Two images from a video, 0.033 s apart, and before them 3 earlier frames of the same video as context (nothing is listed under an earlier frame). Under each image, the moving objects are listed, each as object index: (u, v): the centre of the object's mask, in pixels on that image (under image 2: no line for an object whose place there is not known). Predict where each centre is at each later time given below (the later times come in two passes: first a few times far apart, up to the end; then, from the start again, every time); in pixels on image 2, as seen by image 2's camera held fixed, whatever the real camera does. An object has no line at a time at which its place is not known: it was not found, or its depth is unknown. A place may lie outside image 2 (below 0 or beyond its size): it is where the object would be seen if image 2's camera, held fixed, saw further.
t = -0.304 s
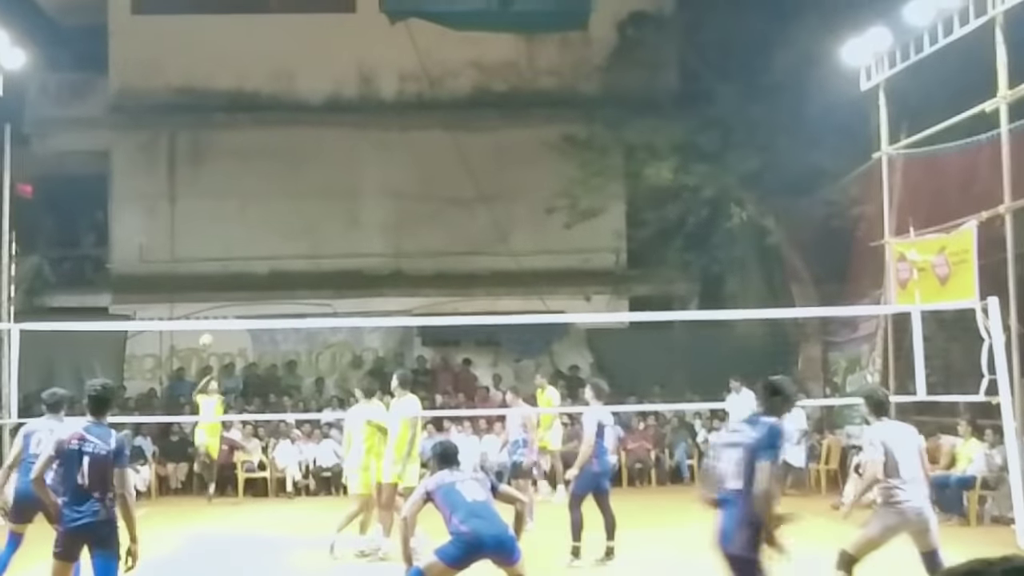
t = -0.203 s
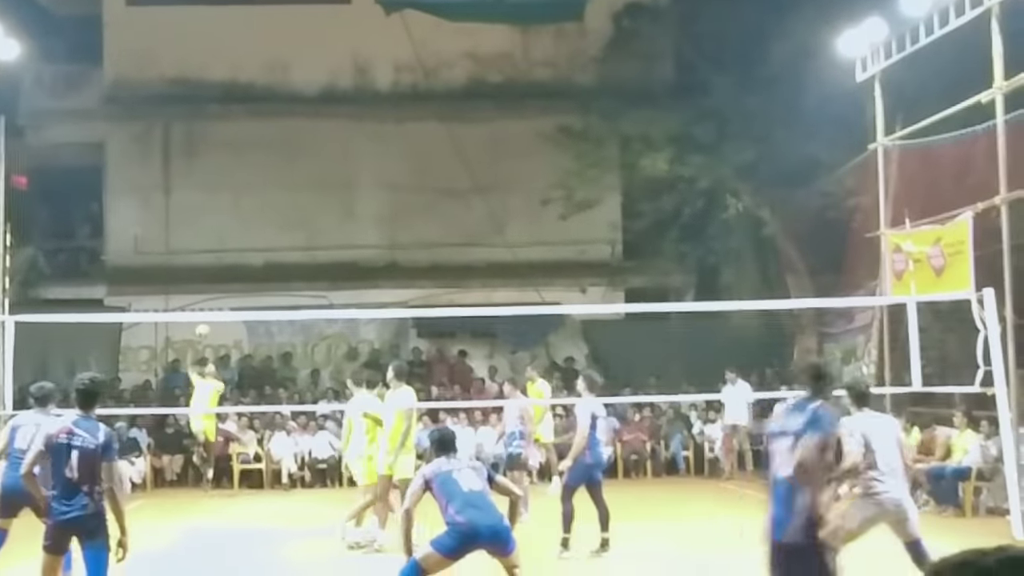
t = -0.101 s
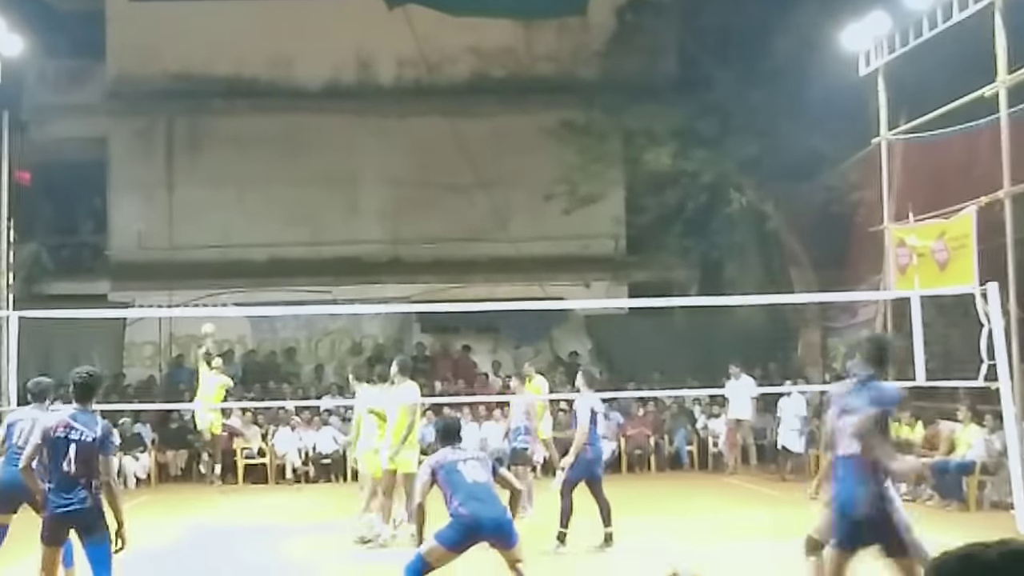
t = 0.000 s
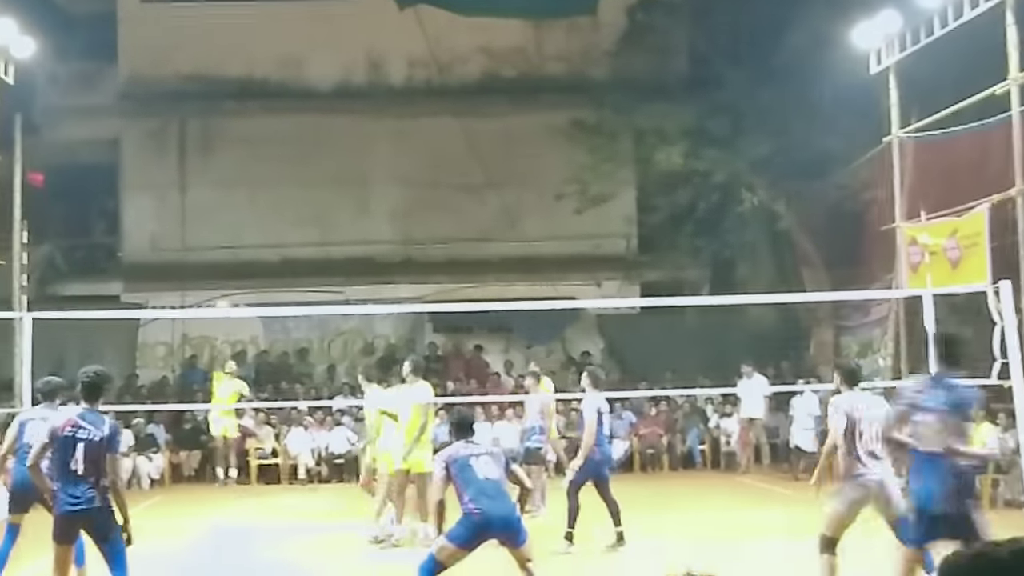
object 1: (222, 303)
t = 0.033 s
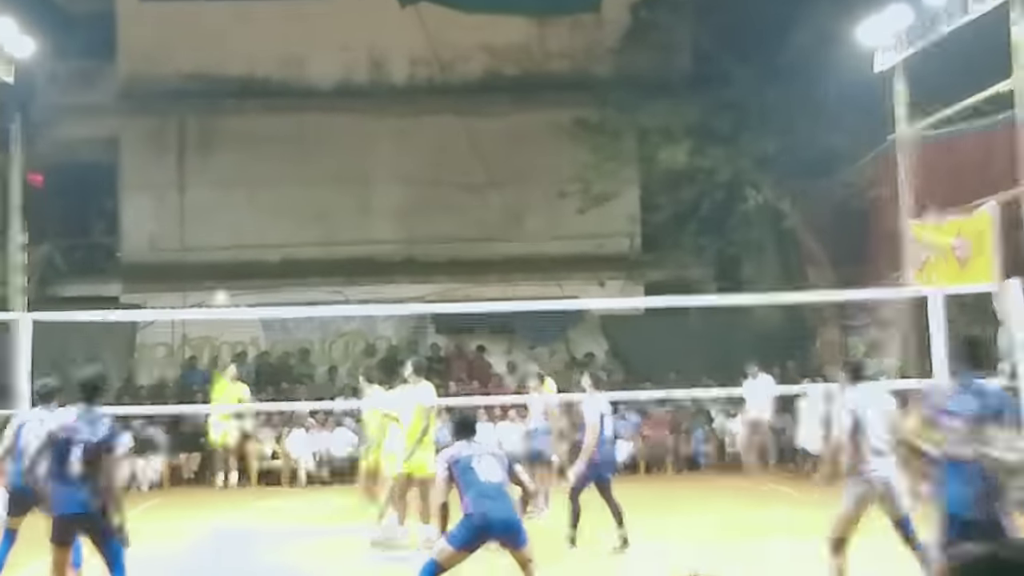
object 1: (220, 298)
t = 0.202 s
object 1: (227, 260)
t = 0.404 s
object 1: (233, 228)
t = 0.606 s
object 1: (245, 229)
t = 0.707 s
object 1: (251, 248)
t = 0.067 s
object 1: (221, 289)
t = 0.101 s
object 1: (223, 283)
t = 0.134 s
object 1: (224, 276)
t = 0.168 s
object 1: (225, 268)
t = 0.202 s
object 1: (227, 260)
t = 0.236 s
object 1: (227, 254)
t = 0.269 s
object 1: (228, 247)
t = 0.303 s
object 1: (229, 242)
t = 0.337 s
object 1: (230, 237)
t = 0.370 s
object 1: (231, 232)
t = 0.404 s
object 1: (233, 228)
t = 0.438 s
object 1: (235, 226)
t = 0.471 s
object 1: (236, 225)
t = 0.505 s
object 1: (238, 224)
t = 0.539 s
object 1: (240, 224)
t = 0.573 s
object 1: (243, 226)
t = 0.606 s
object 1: (245, 229)
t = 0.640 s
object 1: (247, 234)
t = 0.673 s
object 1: (249, 239)
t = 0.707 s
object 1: (251, 248)
